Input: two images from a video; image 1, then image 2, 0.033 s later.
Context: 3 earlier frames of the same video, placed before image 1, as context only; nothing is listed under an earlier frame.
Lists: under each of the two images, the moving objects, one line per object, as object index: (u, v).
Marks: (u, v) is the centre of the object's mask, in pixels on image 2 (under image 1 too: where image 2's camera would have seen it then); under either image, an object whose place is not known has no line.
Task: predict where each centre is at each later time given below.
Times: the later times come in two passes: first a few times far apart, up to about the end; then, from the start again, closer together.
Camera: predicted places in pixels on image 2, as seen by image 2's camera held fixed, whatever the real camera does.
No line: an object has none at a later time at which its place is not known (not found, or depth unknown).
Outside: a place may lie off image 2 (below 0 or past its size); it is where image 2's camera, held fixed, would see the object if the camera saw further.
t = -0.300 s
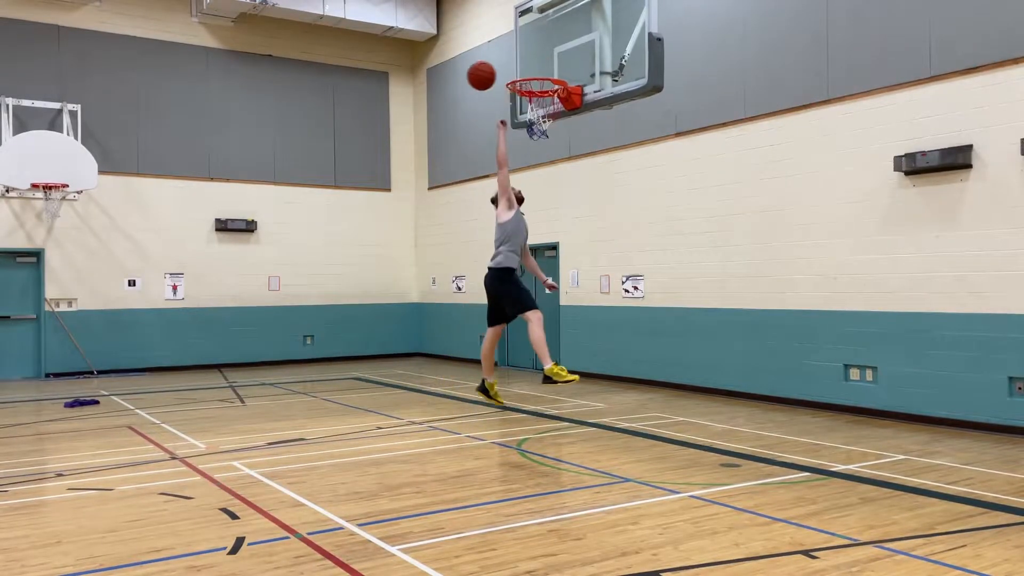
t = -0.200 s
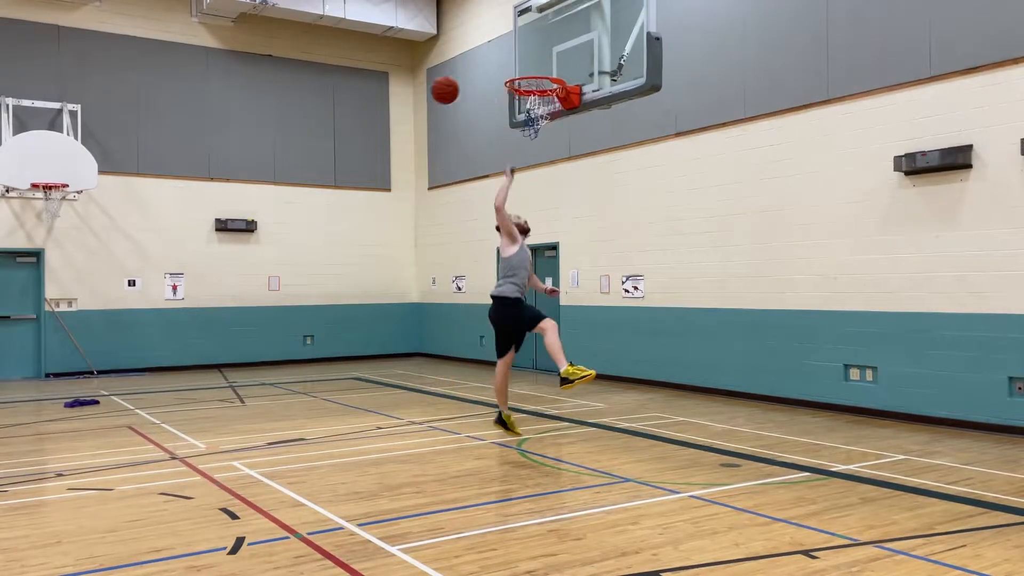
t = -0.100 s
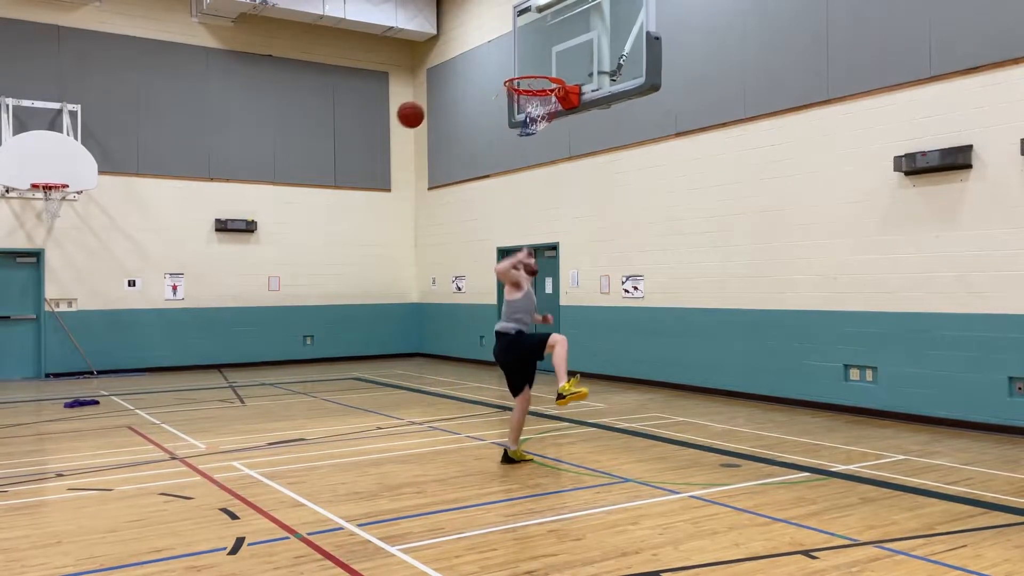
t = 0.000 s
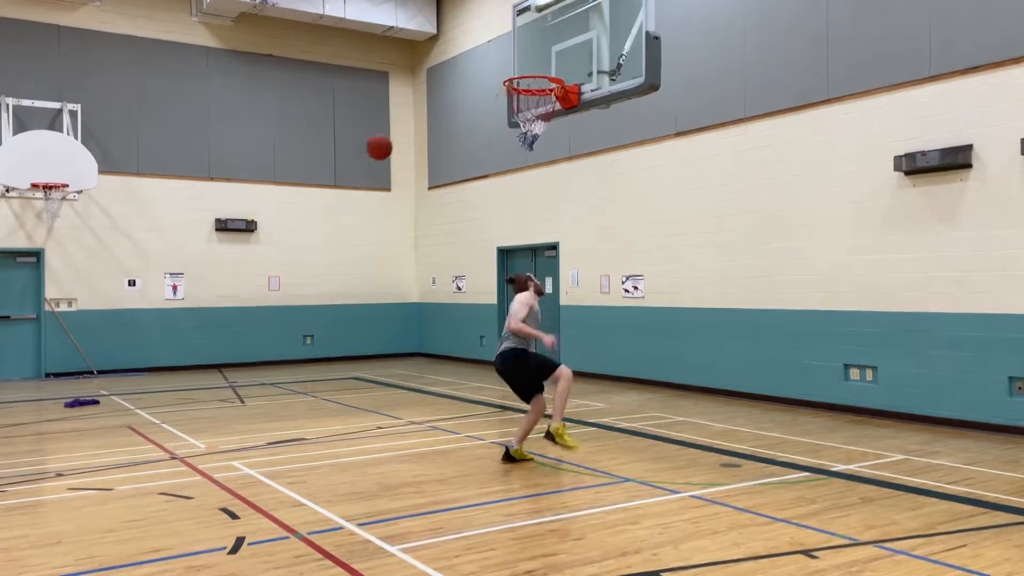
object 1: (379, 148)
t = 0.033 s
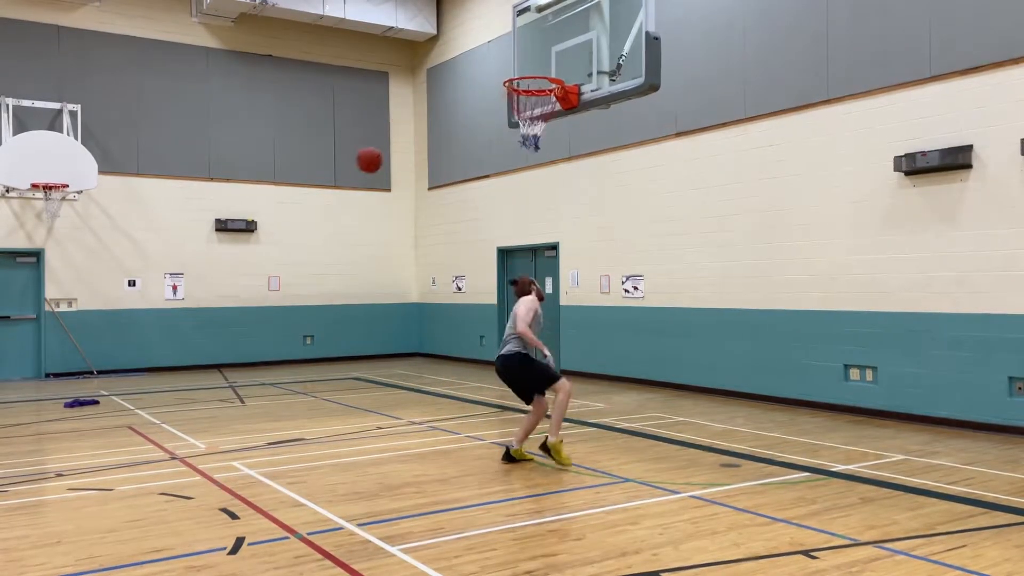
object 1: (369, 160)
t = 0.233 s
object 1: (314, 254)
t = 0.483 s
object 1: (255, 408)
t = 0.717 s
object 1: (230, 313)
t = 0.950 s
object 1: (207, 252)
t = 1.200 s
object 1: (186, 242)
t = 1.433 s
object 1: (167, 280)
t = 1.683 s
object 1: (149, 365)
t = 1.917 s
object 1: (132, 345)
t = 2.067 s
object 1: (122, 312)
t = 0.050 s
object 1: (364, 167)
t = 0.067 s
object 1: (360, 174)
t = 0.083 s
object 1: (355, 181)
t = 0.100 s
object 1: (350, 188)
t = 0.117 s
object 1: (346, 196)
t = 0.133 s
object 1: (341, 203)
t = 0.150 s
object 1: (336, 211)
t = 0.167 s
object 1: (332, 219)
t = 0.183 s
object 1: (327, 228)
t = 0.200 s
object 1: (323, 236)
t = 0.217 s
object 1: (319, 245)
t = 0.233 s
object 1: (314, 254)
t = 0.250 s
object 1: (310, 263)
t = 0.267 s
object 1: (306, 272)
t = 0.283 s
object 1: (302, 282)
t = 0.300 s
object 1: (298, 291)
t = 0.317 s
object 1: (294, 301)
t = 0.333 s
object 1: (290, 311)
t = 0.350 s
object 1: (286, 321)
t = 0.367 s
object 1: (282, 332)
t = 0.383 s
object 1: (278, 342)
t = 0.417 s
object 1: (270, 363)
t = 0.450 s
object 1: (262, 386)
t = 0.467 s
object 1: (259, 397)
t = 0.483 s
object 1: (255, 408)
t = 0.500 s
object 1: (252, 417)
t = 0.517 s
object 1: (250, 408)
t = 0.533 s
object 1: (249, 399)
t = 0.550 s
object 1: (247, 389)
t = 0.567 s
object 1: (245, 381)
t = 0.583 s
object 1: (243, 372)
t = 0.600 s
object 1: (242, 364)
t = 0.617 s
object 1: (240, 356)
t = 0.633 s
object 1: (238, 348)
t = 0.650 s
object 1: (237, 340)
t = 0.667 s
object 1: (235, 333)
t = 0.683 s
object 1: (233, 326)
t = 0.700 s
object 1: (232, 319)
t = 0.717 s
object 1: (230, 313)
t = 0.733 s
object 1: (228, 306)
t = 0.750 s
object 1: (227, 300)
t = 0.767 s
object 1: (225, 295)
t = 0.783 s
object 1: (223, 290)
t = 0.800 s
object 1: (222, 285)
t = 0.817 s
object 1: (220, 280)
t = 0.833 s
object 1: (219, 276)
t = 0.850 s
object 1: (217, 271)
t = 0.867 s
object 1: (215, 268)
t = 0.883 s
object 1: (214, 264)
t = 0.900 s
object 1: (212, 261)
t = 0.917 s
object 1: (211, 257)
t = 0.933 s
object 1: (209, 255)
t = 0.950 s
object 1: (207, 252)
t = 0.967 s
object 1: (206, 250)
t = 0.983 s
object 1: (205, 248)
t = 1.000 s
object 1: (203, 246)
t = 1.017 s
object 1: (201, 244)
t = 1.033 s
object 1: (200, 243)
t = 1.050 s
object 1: (199, 242)
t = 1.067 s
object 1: (197, 241)
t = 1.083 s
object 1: (196, 240)
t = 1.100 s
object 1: (194, 240)
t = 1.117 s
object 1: (193, 240)
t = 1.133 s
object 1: (191, 240)
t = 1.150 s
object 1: (190, 240)
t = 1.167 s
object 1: (188, 241)
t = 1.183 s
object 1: (187, 242)
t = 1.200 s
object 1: (186, 242)
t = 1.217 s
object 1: (184, 244)
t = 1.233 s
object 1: (183, 245)
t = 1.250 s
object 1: (181, 247)
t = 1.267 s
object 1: (180, 249)
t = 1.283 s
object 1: (179, 251)
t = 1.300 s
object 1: (177, 253)
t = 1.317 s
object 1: (176, 256)
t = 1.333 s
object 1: (175, 259)
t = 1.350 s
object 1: (173, 262)
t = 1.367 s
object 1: (172, 265)
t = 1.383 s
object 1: (171, 268)
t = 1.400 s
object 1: (169, 272)
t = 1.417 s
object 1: (168, 276)
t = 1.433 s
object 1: (167, 280)
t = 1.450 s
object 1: (166, 284)
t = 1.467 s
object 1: (164, 289)
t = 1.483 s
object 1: (163, 293)
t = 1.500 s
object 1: (162, 298)
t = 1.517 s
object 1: (161, 303)
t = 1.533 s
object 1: (160, 309)
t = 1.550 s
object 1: (158, 314)
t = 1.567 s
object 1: (157, 320)
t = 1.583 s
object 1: (156, 326)
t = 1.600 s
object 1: (155, 332)
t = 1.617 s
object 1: (153, 339)
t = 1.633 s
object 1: (152, 344)
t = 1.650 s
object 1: (151, 351)
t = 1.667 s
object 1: (150, 359)
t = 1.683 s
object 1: (149, 365)
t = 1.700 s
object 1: (148, 372)
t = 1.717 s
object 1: (146, 380)
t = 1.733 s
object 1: (145, 388)
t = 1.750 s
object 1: (144, 396)
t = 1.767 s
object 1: (143, 397)
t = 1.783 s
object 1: (142, 390)
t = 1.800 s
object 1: (141, 384)
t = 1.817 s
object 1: (139, 377)
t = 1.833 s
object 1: (138, 372)
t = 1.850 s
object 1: (137, 366)
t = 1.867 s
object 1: (136, 361)
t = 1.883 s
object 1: (135, 355)
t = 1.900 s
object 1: (133, 350)
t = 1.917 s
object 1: (132, 345)
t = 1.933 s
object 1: (131, 340)
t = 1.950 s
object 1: (130, 336)
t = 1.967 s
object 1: (129, 332)
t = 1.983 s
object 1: (127, 329)
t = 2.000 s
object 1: (126, 325)
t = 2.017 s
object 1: (125, 321)
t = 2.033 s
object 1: (124, 318)
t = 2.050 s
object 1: (123, 315)
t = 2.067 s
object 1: (122, 312)
